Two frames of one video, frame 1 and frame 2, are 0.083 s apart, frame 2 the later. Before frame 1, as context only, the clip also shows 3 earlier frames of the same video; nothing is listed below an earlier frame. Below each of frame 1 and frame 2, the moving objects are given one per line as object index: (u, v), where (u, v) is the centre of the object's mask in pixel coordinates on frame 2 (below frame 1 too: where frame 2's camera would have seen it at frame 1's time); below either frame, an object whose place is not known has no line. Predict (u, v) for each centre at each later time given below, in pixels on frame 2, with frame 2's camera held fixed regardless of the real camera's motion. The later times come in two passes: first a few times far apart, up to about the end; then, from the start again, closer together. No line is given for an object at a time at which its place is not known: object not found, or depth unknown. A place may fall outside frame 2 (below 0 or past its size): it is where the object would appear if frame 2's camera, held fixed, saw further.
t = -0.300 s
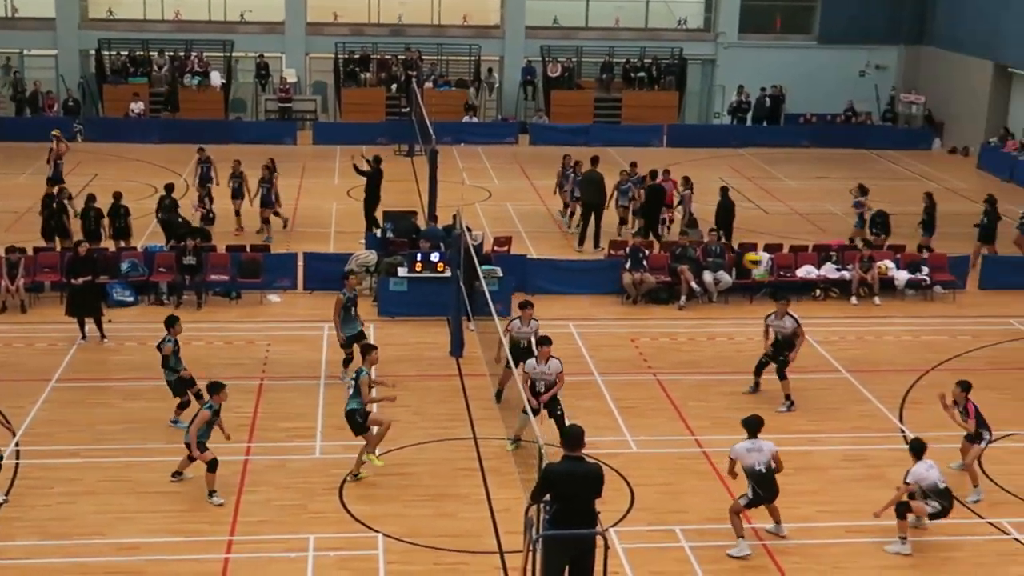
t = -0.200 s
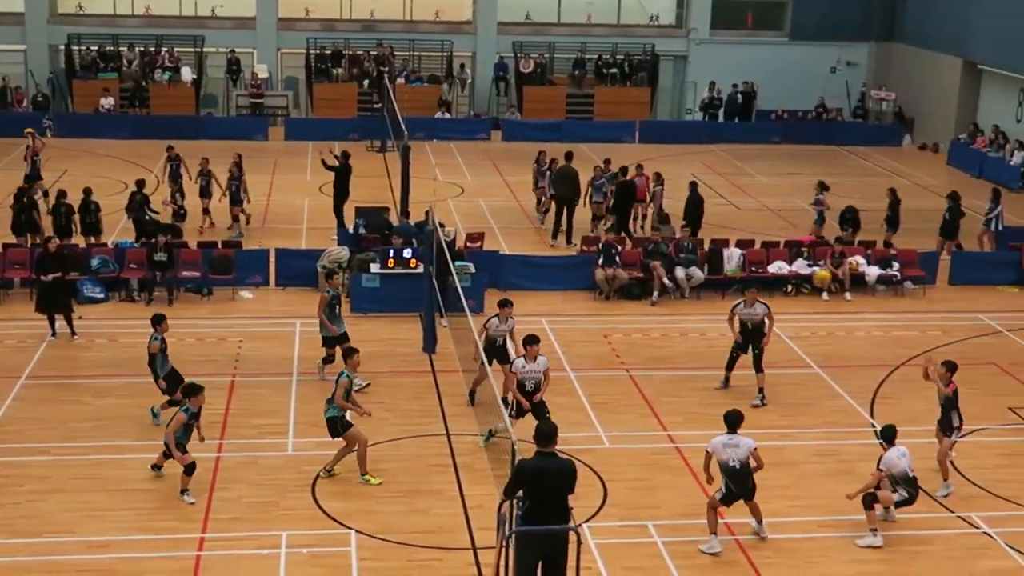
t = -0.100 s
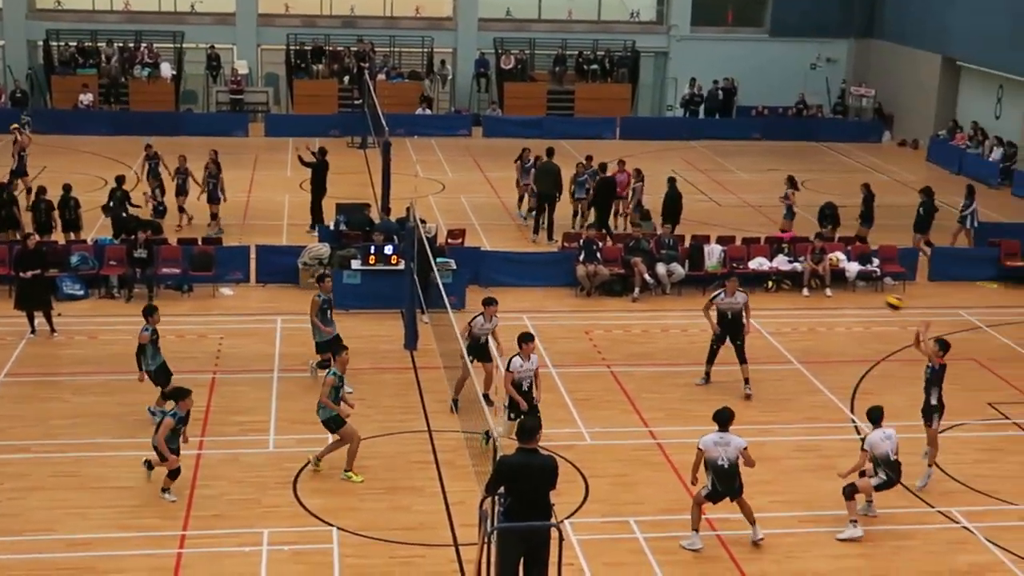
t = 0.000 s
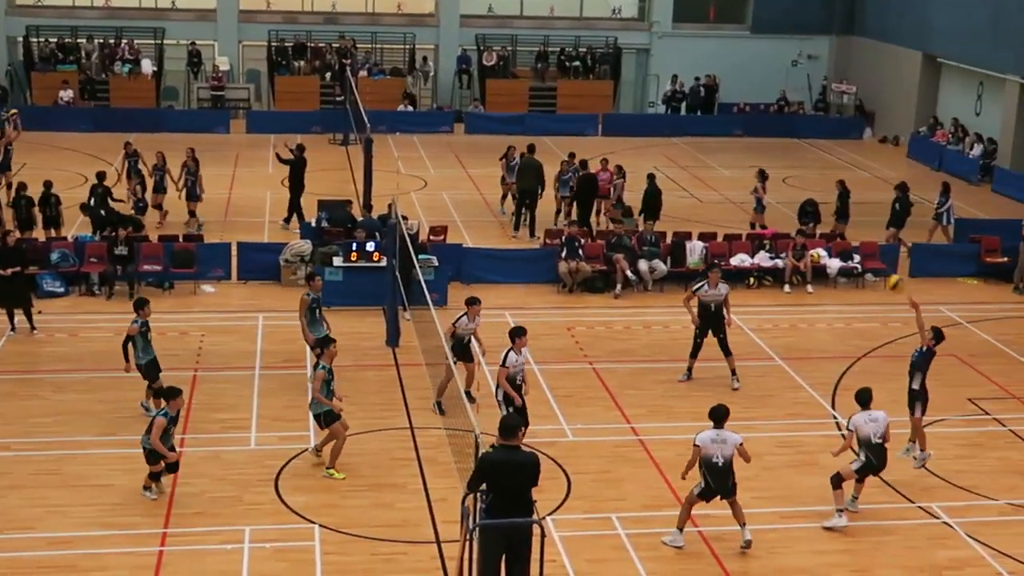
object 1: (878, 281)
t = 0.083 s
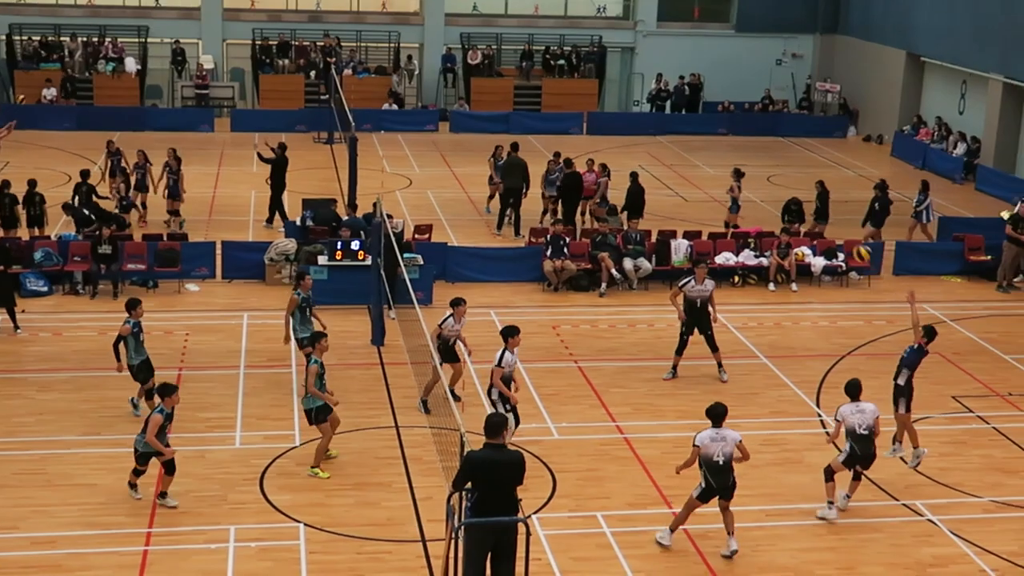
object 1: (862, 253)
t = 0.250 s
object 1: (827, 212)
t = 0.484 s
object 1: (772, 192)
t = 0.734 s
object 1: (711, 222)
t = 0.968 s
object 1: (655, 296)
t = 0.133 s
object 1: (852, 238)
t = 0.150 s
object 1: (848, 233)
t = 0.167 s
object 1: (844, 229)
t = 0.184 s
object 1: (840, 225)
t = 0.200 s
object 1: (837, 222)
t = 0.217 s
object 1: (833, 218)
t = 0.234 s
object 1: (830, 215)
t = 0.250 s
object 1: (827, 212)
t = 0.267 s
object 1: (822, 209)
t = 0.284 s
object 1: (818, 206)
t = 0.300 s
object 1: (815, 203)
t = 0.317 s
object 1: (812, 202)
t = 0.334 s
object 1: (808, 200)
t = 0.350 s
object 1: (804, 198)
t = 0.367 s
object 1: (800, 197)
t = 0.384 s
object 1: (796, 196)
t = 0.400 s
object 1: (792, 193)
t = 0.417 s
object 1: (789, 193)
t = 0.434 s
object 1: (784, 192)
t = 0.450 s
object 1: (780, 192)
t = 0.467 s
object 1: (776, 192)
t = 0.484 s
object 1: (772, 192)
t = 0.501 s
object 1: (769, 193)
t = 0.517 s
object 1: (766, 193)
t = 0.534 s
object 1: (761, 194)
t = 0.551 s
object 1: (757, 195)
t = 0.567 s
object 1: (753, 196)
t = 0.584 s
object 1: (748, 198)
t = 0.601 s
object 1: (744, 199)
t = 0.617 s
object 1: (740, 201)
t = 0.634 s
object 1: (736, 204)
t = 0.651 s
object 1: (731, 206)
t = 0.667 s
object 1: (728, 209)
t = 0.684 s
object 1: (724, 212)
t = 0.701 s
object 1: (720, 215)
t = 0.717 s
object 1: (715, 219)
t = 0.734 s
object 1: (711, 222)
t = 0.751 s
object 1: (708, 226)
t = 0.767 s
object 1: (703, 230)
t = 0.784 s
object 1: (699, 234)
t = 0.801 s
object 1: (695, 239)
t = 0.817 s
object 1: (692, 243)
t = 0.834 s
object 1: (688, 250)
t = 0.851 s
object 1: (684, 253)
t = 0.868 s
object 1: (679, 260)
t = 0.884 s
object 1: (675, 266)
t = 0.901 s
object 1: (671, 272)
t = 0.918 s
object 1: (667, 277)
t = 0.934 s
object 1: (663, 282)
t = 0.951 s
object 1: (659, 289)
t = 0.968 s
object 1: (655, 296)
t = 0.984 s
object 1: (651, 303)
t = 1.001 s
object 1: (647, 310)
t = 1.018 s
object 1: (643, 317)
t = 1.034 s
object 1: (639, 325)
